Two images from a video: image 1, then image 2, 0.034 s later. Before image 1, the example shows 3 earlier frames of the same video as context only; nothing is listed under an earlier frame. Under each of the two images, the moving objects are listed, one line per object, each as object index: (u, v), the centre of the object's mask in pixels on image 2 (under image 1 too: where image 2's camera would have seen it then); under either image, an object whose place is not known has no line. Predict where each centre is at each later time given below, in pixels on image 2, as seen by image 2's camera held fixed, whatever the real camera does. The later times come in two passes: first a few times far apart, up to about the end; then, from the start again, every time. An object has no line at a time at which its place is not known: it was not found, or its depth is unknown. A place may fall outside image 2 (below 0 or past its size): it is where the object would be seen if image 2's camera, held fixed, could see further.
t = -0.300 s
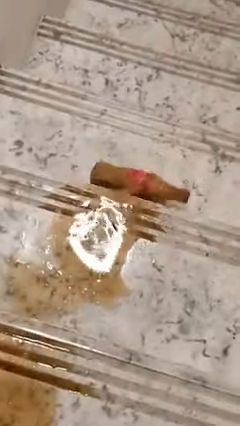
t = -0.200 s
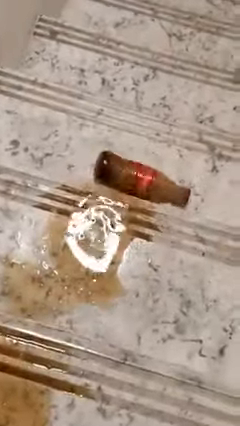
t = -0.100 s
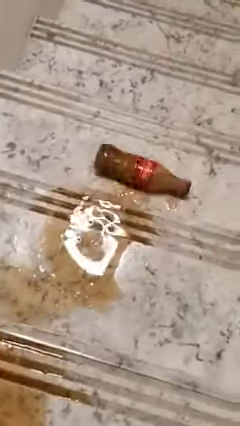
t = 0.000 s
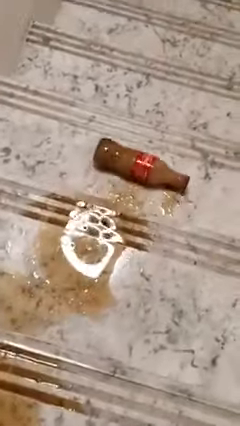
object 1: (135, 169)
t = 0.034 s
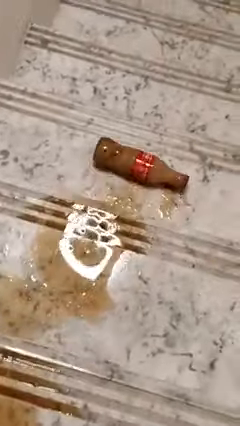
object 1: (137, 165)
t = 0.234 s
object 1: (145, 146)
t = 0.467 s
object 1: (152, 131)
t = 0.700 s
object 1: (155, 121)
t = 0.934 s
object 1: (160, 110)
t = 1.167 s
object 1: (171, 103)
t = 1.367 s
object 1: (184, 94)
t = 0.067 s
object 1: (138, 162)
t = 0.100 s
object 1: (139, 158)
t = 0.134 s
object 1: (141, 155)
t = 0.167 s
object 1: (142, 152)
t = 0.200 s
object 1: (143, 149)
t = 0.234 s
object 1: (145, 146)
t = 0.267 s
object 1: (146, 143)
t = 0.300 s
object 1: (147, 141)
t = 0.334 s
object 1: (148, 138)
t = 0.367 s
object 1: (149, 136)
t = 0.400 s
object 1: (150, 134)
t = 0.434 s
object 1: (151, 133)
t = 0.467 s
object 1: (152, 131)
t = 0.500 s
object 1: (152, 129)
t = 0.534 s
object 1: (152, 127)
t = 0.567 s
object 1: (153, 126)
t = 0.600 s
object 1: (154, 125)
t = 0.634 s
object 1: (155, 124)
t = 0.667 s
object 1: (156, 123)
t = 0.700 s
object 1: (155, 121)
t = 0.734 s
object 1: (155, 120)
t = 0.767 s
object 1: (156, 118)
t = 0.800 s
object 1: (158, 116)
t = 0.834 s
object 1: (158, 112)
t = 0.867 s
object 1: (158, 109)
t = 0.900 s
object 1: (159, 110)
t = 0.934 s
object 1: (160, 110)
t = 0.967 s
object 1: (160, 113)
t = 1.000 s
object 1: (162, 116)
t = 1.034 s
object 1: (163, 117)
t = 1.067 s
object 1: (167, 115)
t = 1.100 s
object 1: (166, 109)
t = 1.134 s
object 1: (169, 105)
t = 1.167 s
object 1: (171, 103)
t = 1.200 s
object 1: (174, 103)
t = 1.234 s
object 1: (178, 103)
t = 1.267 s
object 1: (179, 101)
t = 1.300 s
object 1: (181, 98)
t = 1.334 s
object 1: (183, 97)
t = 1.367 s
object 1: (184, 94)
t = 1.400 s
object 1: (184, 92)
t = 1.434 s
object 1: (184, 89)
